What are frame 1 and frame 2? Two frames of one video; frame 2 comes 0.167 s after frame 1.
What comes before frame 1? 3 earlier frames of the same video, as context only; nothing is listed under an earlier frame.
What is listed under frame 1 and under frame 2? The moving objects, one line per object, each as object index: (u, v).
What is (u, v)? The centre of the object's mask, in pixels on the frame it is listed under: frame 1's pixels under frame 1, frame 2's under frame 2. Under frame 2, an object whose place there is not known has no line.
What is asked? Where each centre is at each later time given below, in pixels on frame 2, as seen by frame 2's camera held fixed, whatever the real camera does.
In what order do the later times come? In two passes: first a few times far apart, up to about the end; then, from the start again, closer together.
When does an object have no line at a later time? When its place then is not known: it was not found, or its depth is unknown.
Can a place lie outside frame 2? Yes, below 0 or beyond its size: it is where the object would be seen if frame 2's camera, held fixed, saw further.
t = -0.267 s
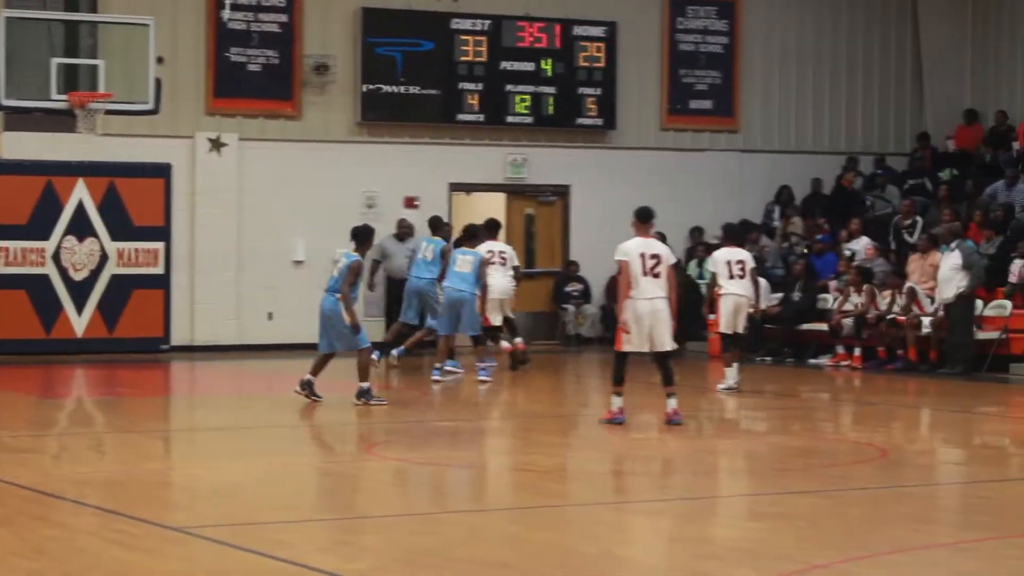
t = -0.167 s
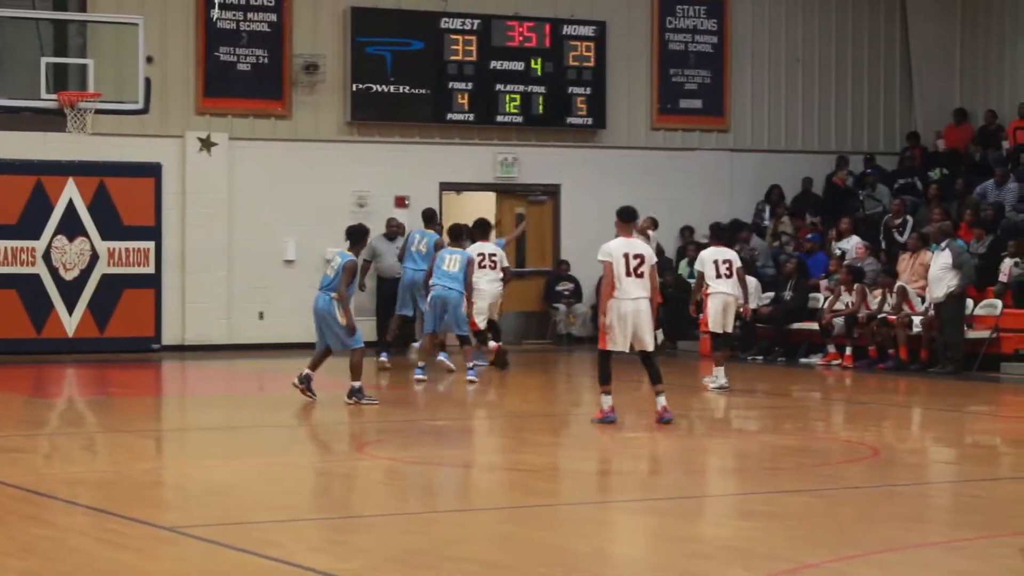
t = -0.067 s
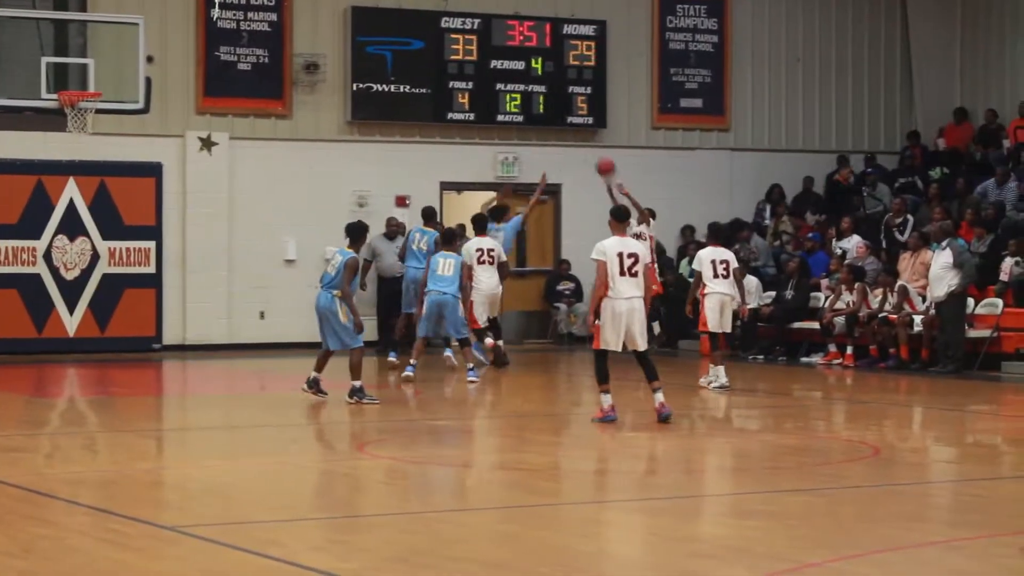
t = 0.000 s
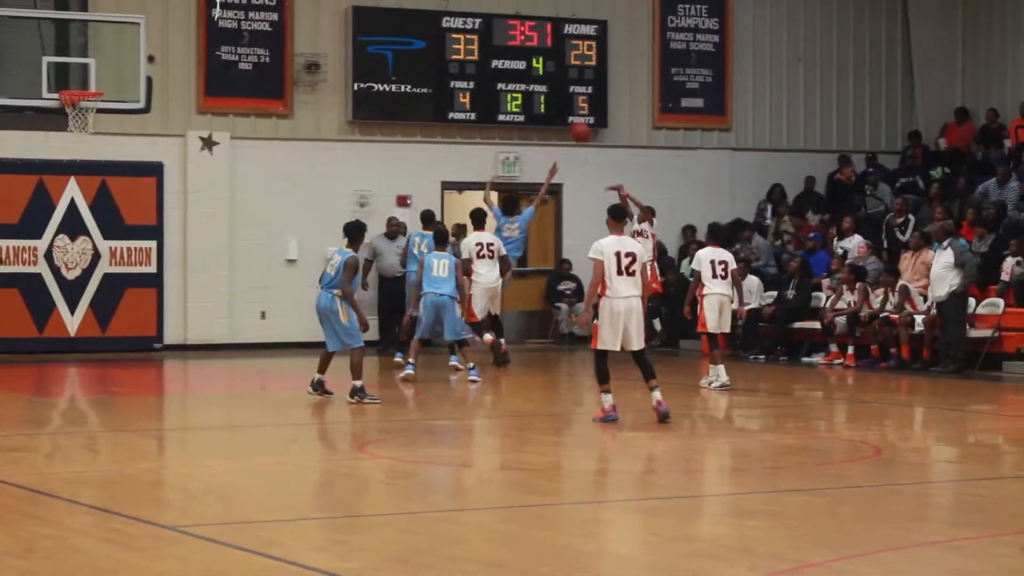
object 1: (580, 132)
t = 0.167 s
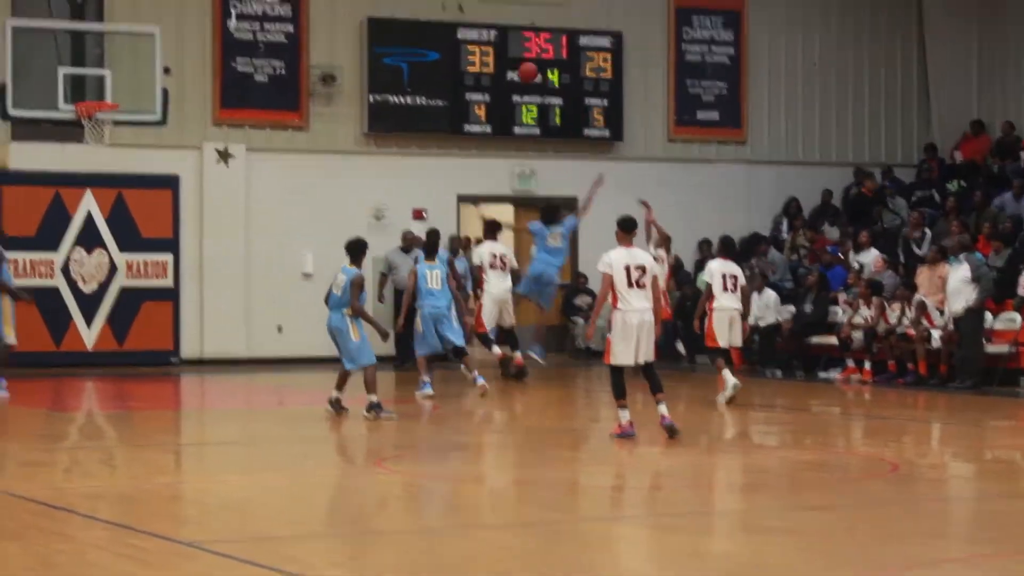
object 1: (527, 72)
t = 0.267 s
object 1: (485, 38)
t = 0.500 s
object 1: (389, -8)
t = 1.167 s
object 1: (114, 80)
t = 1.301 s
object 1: (101, 46)
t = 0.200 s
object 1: (513, 59)
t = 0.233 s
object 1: (499, 49)
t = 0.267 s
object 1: (485, 38)
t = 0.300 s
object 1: (471, 29)
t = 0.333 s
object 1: (458, 20)
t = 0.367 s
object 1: (444, 12)
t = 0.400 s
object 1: (431, 6)
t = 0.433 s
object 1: (416, 0)
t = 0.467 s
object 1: (402, -5)
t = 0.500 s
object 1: (389, -8)
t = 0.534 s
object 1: (374, -12)
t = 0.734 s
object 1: (290, -10)
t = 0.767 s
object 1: (275, -6)
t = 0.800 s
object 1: (261, 0)
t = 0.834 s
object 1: (246, 5)
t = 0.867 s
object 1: (230, 11)
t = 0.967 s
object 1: (185, 39)
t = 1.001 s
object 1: (171, 49)
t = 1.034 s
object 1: (155, 62)
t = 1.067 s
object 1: (140, 75)
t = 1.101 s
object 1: (125, 88)
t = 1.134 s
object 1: (117, 90)
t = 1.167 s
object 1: (114, 80)
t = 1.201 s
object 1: (111, 70)
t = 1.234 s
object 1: (107, 61)
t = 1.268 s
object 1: (104, 53)
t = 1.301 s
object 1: (101, 46)
